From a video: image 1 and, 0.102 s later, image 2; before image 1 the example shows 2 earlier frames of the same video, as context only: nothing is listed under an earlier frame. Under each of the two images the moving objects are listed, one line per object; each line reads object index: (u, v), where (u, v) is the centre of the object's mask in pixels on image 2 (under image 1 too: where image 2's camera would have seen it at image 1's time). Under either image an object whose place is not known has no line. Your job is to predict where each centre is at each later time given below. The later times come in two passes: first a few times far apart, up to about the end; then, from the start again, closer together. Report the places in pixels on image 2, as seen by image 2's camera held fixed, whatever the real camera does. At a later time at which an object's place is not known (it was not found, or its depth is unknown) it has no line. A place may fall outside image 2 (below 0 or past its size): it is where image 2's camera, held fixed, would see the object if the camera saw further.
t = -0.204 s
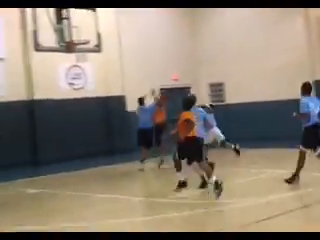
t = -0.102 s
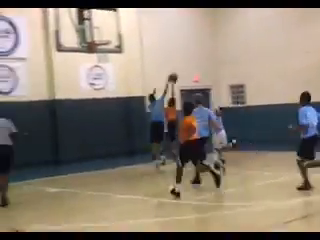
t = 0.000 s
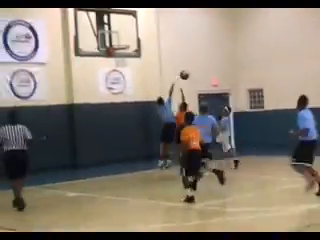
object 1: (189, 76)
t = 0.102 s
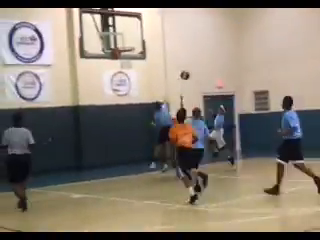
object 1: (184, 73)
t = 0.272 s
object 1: (178, 81)
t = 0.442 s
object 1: (173, 93)
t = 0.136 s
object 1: (183, 74)
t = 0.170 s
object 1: (182, 75)
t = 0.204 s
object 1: (180, 76)
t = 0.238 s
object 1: (179, 78)
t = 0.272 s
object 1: (178, 81)
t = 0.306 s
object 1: (176, 83)
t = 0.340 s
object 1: (175, 86)
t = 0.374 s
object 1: (174, 89)
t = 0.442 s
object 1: (173, 93)
